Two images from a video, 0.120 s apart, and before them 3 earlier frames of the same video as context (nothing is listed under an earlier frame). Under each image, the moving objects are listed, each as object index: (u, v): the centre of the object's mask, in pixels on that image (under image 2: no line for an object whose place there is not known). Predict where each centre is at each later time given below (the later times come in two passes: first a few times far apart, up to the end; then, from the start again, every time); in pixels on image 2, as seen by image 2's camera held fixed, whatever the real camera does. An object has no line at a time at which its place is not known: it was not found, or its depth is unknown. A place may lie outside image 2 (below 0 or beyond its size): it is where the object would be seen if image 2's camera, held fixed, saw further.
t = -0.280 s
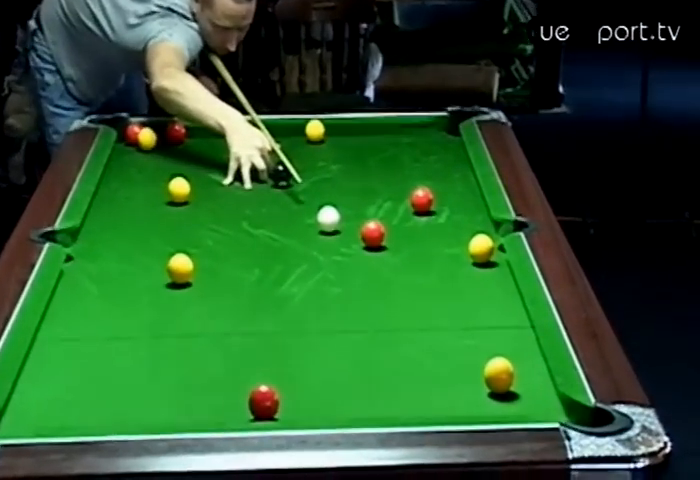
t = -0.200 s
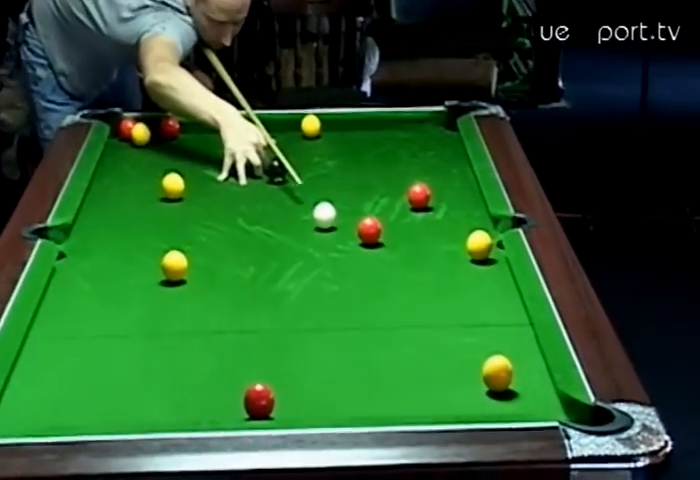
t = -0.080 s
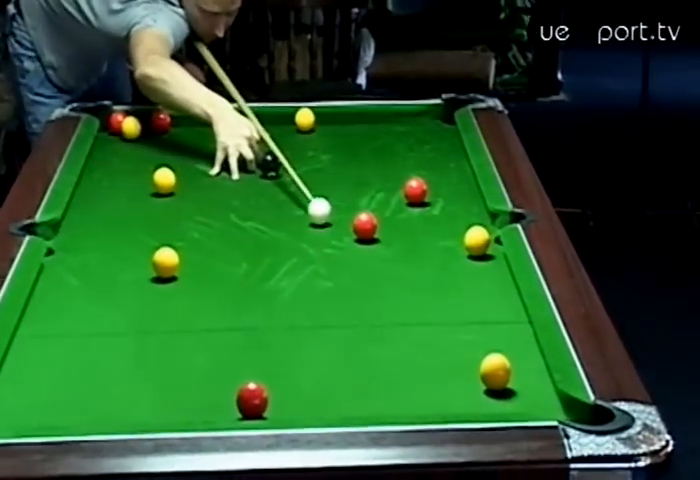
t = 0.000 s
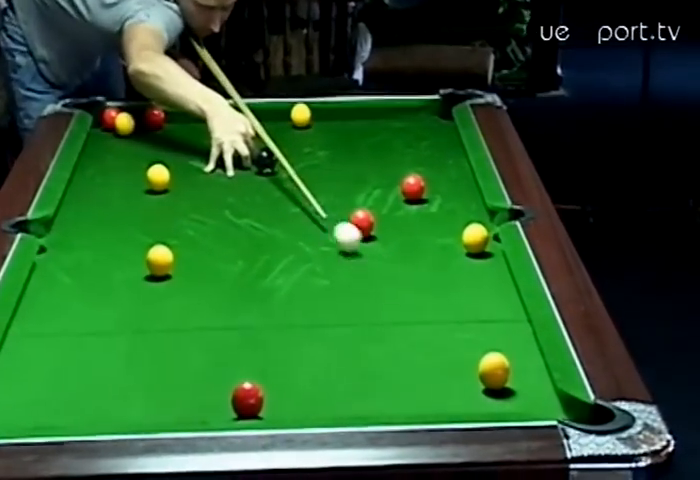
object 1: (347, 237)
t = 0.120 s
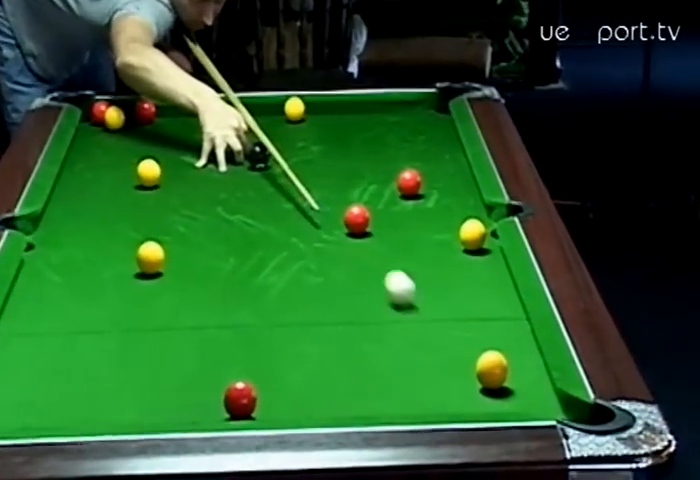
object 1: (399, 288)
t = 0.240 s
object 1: (461, 345)
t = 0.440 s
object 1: (455, 372)
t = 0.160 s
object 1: (420, 307)
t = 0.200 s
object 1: (440, 326)
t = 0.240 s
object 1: (461, 345)
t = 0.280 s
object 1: (471, 359)
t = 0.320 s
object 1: (465, 361)
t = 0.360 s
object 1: (460, 363)
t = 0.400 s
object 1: (457, 368)
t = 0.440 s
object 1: (455, 372)
